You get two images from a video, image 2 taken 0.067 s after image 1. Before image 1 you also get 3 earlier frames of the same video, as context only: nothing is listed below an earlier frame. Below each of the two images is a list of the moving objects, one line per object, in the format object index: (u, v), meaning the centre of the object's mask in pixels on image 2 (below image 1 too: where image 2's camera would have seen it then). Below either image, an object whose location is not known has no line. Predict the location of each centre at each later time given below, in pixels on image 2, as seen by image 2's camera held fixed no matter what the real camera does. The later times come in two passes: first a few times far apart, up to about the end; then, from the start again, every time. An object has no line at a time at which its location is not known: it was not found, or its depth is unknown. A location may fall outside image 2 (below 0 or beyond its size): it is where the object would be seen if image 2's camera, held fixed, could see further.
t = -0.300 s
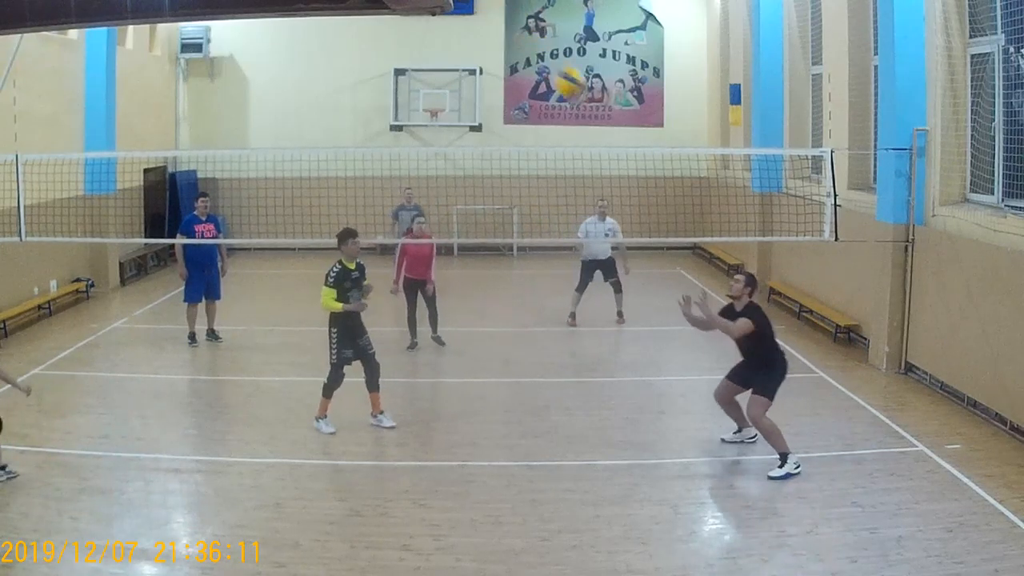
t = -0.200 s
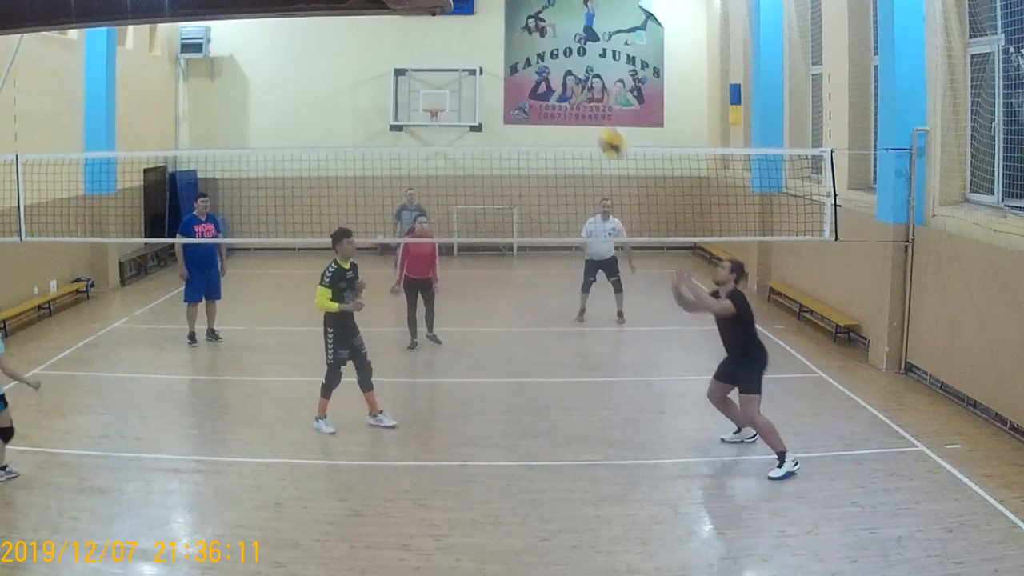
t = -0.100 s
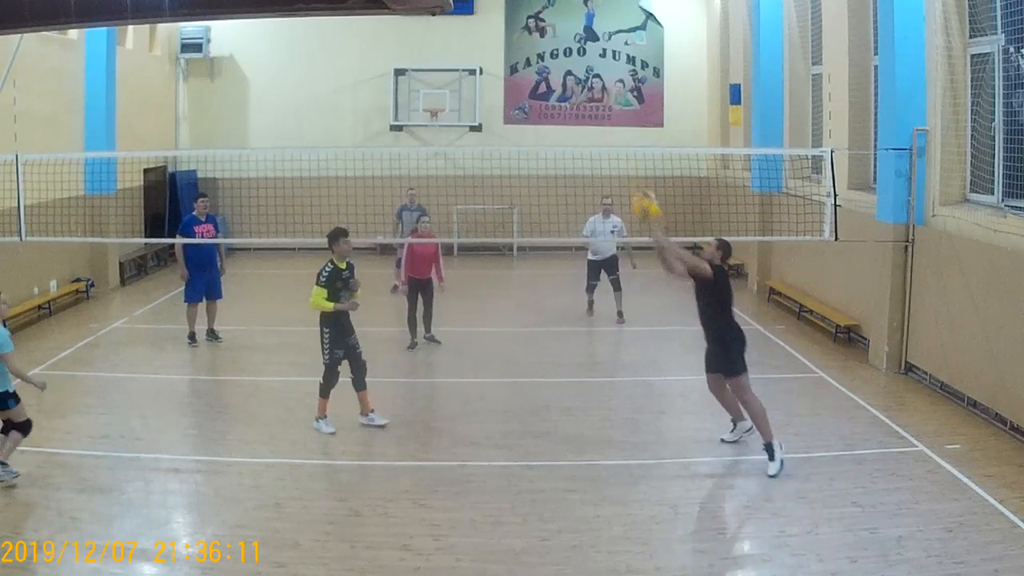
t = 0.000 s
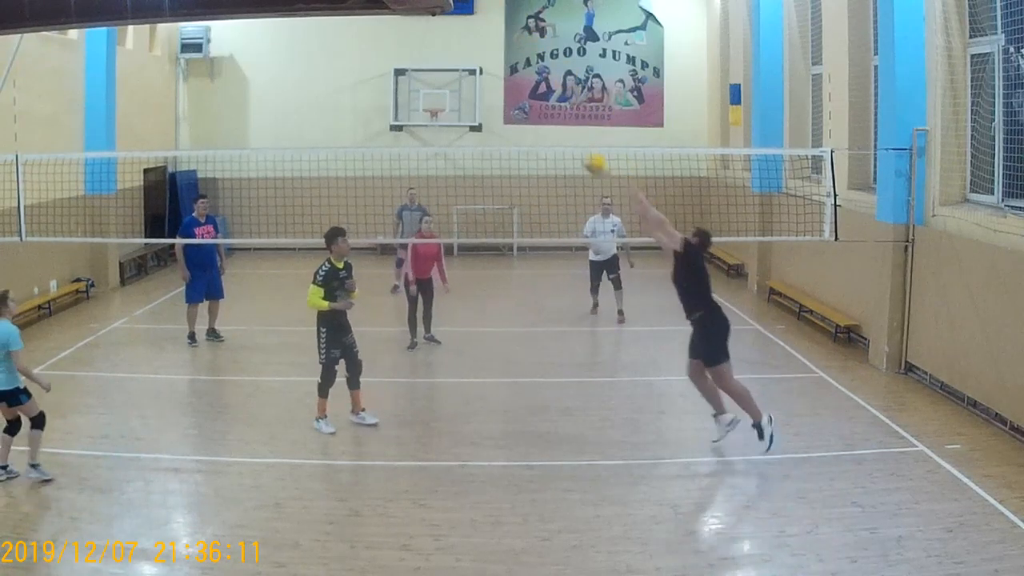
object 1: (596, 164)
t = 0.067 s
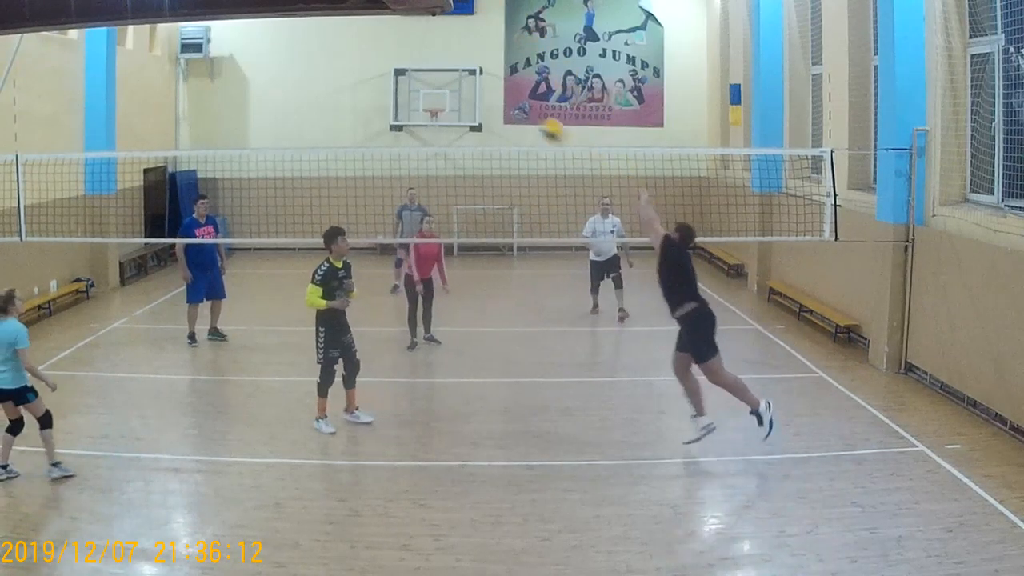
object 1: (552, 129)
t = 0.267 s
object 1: (439, 73)
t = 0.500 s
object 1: (340, 61)
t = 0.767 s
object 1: (259, 106)
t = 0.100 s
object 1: (530, 114)
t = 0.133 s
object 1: (514, 105)
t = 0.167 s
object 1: (493, 95)
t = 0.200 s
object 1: (472, 86)
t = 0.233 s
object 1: (454, 80)
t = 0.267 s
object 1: (439, 73)
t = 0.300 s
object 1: (422, 67)
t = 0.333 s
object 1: (407, 64)
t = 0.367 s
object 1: (394, 61)
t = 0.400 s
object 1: (379, 60)
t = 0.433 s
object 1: (365, 59)
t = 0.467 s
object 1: (353, 59)
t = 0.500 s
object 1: (340, 61)
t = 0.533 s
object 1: (328, 63)
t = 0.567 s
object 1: (318, 67)
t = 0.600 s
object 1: (306, 71)
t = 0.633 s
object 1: (296, 77)
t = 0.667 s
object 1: (286, 83)
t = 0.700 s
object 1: (276, 90)
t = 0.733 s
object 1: (267, 98)
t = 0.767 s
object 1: (259, 106)
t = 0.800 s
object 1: (249, 115)
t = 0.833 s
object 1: (242, 123)
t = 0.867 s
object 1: (233, 134)
